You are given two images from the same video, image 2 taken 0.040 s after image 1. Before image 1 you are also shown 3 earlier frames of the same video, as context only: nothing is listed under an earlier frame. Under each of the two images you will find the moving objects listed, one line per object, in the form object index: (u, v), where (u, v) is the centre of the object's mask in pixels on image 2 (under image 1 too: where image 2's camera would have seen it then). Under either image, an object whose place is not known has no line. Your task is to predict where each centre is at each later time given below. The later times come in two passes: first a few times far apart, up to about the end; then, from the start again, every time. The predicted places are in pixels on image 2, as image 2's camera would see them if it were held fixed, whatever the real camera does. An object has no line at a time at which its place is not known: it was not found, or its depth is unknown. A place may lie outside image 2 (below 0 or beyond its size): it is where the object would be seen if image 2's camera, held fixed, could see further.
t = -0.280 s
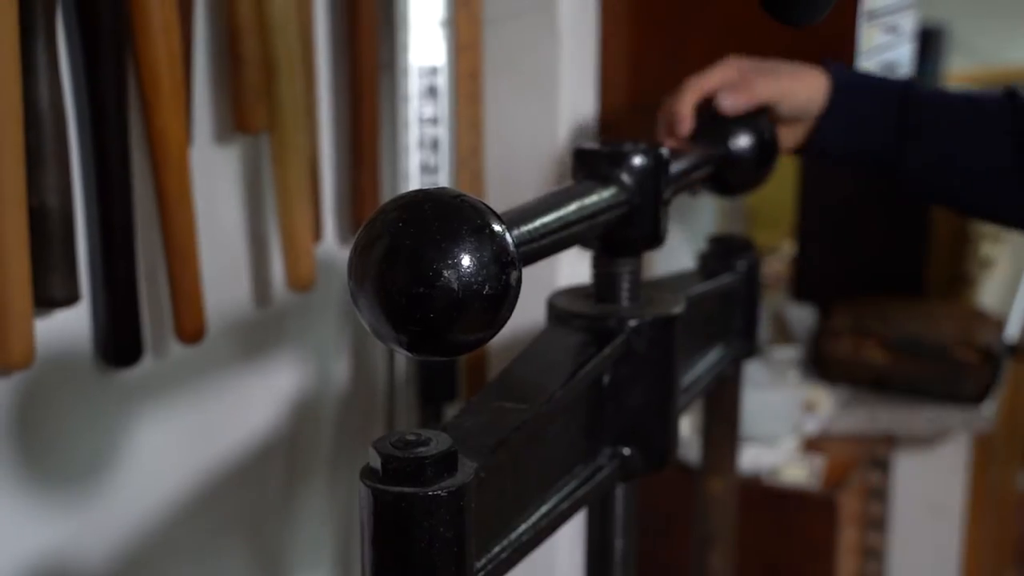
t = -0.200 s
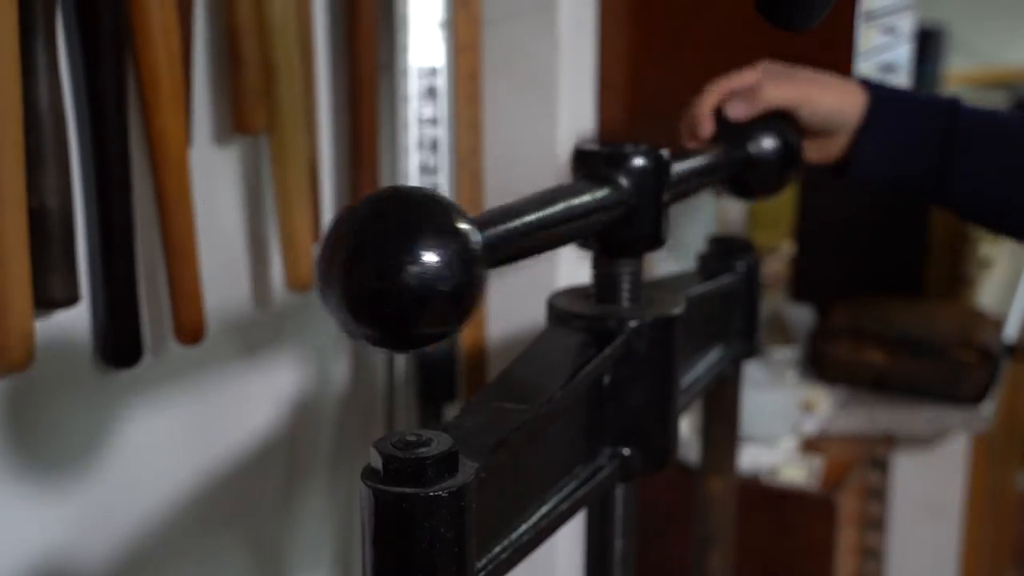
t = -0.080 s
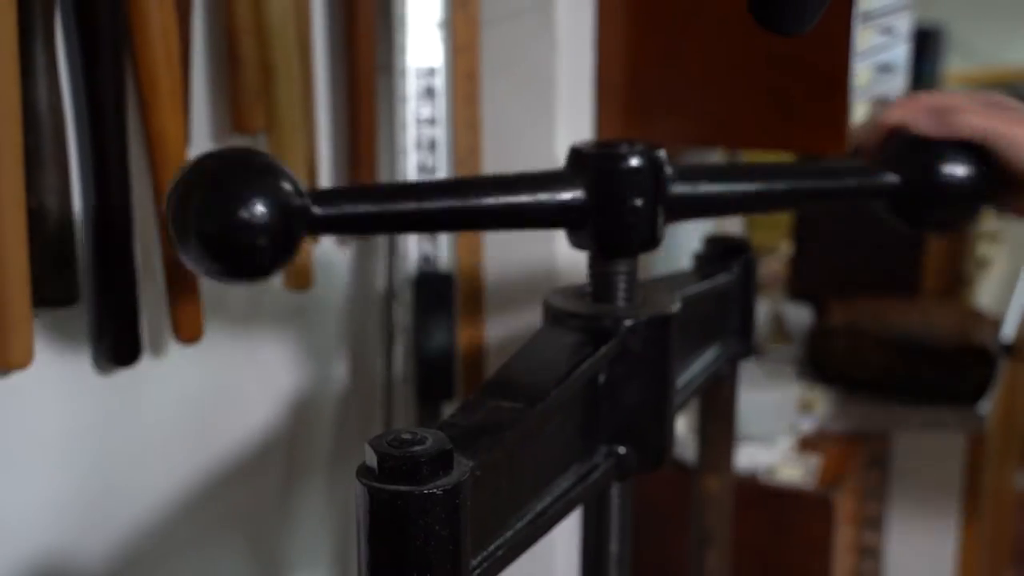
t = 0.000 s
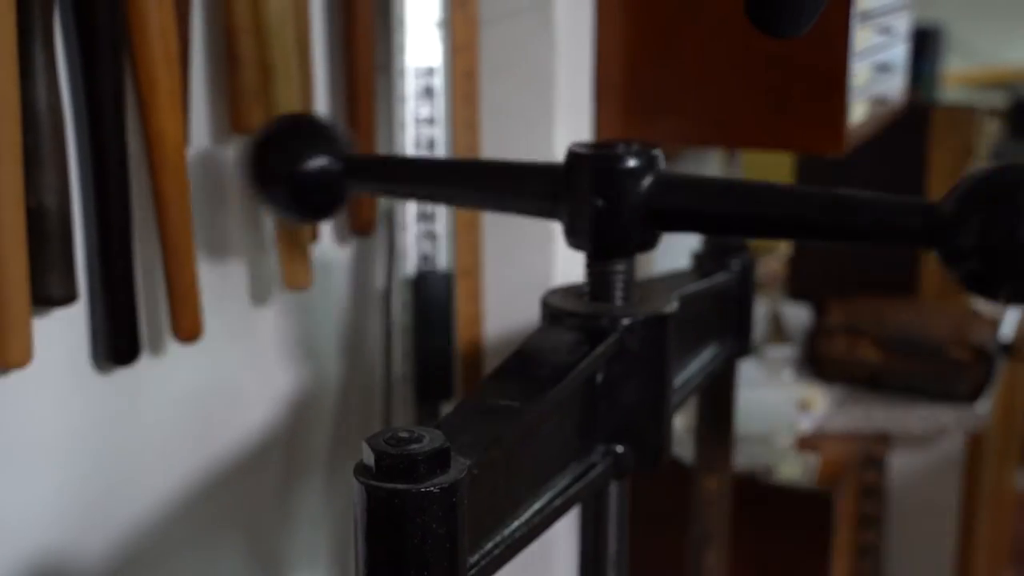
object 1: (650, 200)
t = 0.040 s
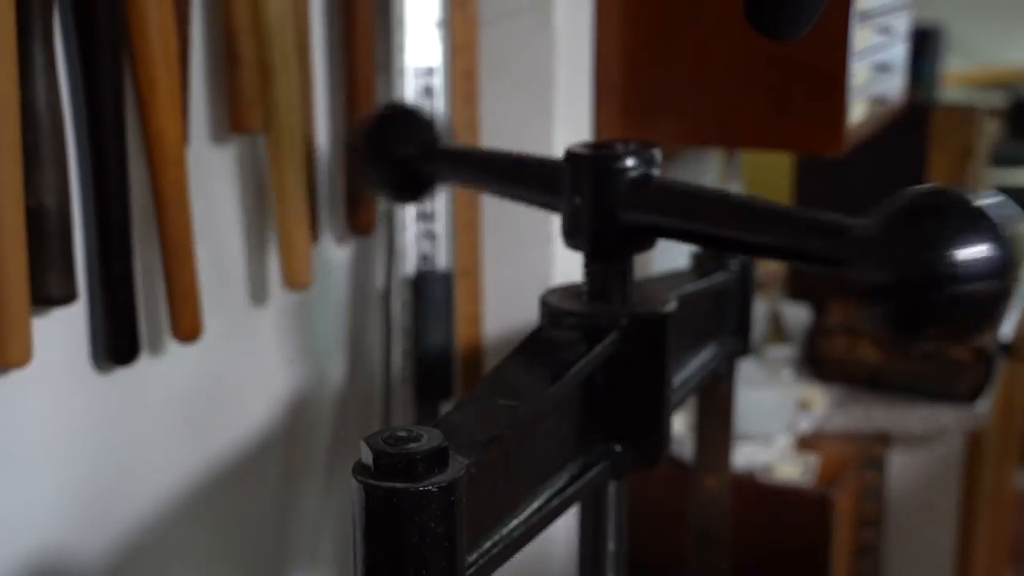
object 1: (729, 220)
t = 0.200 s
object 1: (546, 202)
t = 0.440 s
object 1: (528, 222)
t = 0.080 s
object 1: (685, 237)
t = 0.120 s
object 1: (571, 242)
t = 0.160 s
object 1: (528, 216)
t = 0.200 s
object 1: (546, 202)
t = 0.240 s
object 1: (603, 199)
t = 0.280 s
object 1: (662, 206)
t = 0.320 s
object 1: (726, 225)
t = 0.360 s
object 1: (678, 240)
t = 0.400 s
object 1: (565, 250)
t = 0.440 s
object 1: (528, 222)
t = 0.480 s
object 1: (545, 207)
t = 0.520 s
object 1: (608, 203)
